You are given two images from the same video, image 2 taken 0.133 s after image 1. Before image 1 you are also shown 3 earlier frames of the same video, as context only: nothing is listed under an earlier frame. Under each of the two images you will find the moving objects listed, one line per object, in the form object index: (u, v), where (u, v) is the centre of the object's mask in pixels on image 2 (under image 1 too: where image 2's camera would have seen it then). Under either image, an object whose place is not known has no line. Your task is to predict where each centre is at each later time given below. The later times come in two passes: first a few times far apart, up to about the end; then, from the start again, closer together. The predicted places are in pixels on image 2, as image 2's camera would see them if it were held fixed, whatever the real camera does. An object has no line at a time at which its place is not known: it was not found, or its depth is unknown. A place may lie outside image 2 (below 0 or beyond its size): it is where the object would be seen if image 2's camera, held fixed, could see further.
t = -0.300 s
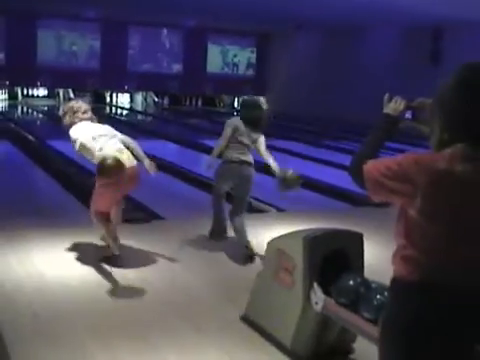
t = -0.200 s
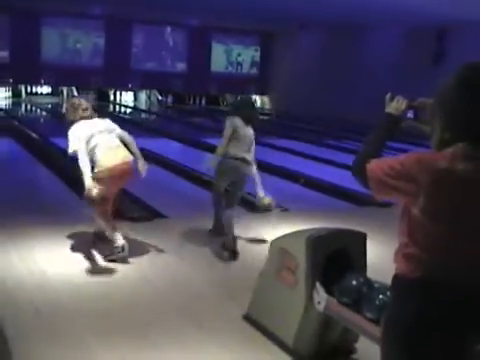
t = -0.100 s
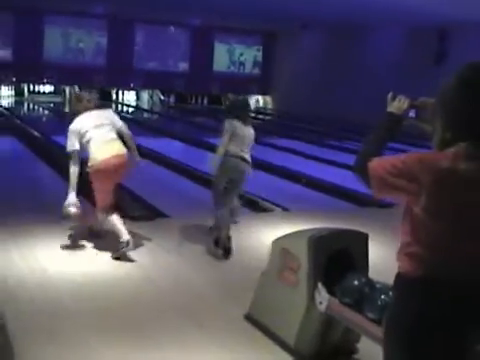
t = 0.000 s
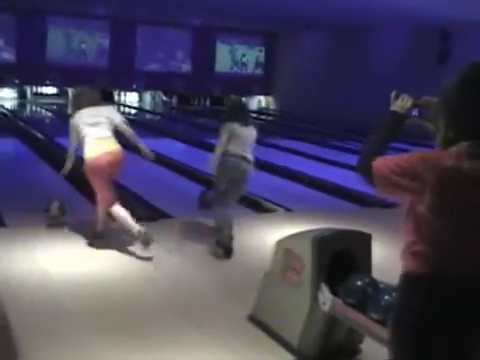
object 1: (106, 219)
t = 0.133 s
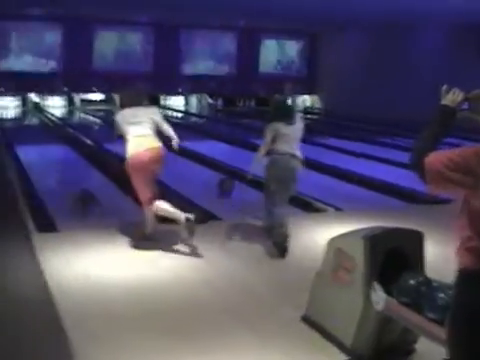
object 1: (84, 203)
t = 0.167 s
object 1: (82, 196)
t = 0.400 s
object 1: (62, 173)
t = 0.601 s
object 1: (49, 157)
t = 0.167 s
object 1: (82, 196)
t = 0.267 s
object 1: (72, 186)
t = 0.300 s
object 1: (68, 183)
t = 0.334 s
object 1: (64, 176)
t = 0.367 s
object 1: (63, 175)
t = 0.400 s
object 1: (62, 173)
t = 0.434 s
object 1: (60, 170)
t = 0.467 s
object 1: (57, 167)
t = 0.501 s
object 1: (54, 165)
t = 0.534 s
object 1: (52, 160)
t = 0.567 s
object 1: (51, 160)
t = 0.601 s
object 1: (49, 157)
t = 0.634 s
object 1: (47, 155)
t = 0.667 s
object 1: (45, 152)
